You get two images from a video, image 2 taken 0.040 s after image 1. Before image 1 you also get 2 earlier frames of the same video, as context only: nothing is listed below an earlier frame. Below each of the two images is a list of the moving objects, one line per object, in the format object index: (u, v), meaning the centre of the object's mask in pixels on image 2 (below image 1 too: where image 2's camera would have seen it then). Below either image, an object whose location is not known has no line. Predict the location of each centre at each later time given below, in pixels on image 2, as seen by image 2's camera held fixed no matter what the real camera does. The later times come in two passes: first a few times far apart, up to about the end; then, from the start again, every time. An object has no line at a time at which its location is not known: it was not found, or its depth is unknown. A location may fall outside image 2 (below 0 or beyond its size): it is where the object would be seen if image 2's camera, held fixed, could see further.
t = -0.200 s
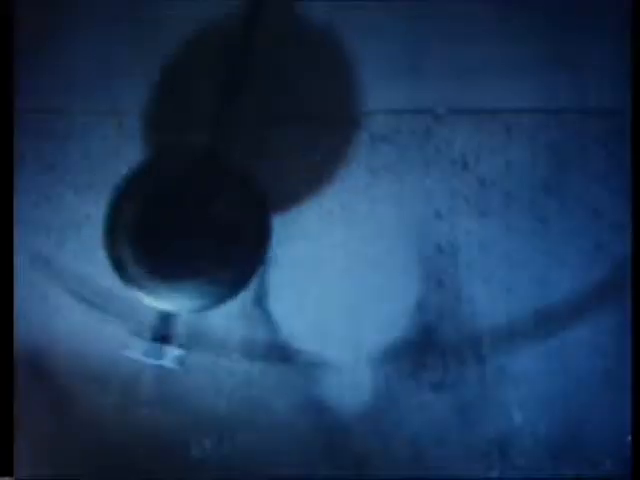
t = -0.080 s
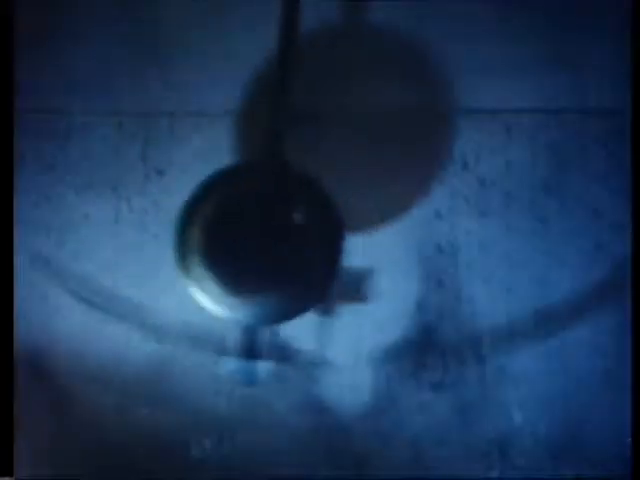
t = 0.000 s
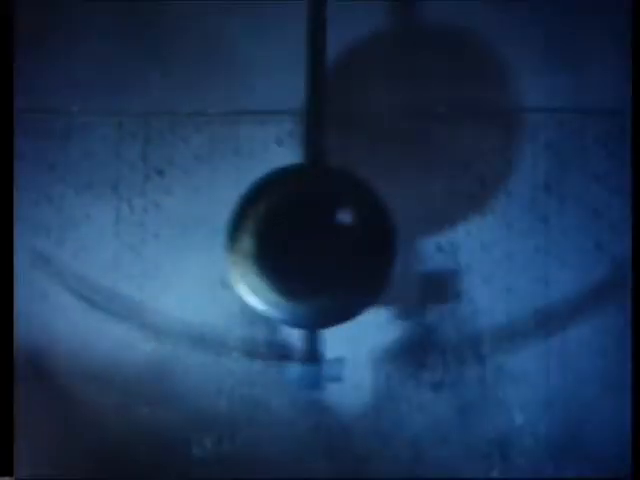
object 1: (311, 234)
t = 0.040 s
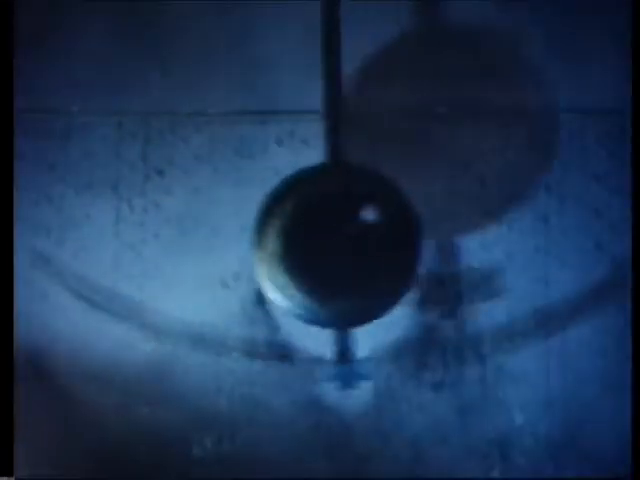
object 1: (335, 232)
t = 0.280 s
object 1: (478, 207)
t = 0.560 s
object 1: (570, 153)
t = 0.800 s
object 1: (593, 121)
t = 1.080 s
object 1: (593, 123)
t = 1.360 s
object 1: (569, 158)
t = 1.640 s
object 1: (519, 201)
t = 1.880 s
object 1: (460, 217)
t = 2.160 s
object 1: (410, 228)
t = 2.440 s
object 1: (379, 235)
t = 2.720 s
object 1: (360, 236)
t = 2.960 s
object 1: (350, 237)
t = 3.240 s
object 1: (338, 238)
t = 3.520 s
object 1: (327, 237)
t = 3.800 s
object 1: (317, 237)
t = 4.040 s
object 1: (312, 237)
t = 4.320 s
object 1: (308, 237)
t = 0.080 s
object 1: (360, 230)
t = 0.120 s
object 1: (385, 226)
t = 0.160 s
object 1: (408, 217)
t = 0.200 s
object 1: (434, 217)
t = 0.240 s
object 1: (457, 214)
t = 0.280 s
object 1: (478, 207)
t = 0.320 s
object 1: (499, 202)
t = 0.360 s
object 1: (519, 198)
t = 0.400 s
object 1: (536, 190)
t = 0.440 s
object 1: (547, 177)
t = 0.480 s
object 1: (557, 169)
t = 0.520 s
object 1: (565, 160)
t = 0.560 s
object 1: (570, 153)
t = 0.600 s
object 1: (577, 145)
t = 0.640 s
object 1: (583, 140)
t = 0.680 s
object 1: (586, 133)
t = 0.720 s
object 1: (589, 127)
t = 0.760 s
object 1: (592, 125)
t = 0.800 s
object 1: (593, 121)
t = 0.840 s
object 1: (595, 120)
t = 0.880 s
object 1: (595, 118)
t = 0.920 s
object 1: (596, 118)
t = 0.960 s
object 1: (596, 118)
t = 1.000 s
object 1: (595, 118)
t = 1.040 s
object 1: (594, 121)
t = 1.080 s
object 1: (593, 123)
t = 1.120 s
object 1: (591, 127)
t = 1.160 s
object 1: (589, 131)
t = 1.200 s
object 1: (585, 139)
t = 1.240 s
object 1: (582, 143)
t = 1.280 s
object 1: (578, 149)
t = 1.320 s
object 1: (574, 153)
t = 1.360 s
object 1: (569, 158)
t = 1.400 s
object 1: (565, 164)
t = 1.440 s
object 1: (561, 175)
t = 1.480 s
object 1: (555, 181)
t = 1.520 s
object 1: (548, 186)
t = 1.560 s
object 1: (539, 191)
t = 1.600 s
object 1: (529, 196)
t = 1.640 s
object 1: (519, 201)
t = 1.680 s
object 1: (508, 204)
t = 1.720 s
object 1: (499, 208)
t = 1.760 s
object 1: (490, 210)
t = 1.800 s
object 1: (479, 213)
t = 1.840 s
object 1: (469, 215)
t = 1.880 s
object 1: (460, 217)
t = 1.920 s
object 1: (452, 221)
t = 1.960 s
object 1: (443, 222)
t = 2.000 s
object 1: (436, 224)
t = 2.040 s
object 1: (429, 226)
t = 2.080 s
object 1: (422, 226)
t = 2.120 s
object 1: (415, 226)
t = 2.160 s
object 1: (410, 228)
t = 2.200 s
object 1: (405, 232)
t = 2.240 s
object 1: (400, 232)
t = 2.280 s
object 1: (396, 233)
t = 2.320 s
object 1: (391, 234)
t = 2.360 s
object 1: (387, 234)
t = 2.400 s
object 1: (383, 233)
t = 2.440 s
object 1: (379, 235)
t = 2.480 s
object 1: (376, 235)
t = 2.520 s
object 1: (373, 236)
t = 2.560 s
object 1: (370, 236)
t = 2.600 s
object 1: (367, 236)
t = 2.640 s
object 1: (365, 236)
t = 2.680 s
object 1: (362, 236)
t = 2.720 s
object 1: (360, 236)
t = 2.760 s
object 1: (359, 236)
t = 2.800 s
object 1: (357, 236)
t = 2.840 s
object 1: (355, 236)
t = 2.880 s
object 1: (353, 237)
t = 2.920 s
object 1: (351, 237)
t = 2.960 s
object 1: (350, 237)
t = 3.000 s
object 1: (349, 236)
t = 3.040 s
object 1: (347, 236)
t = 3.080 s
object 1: (345, 237)
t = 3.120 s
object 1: (344, 237)
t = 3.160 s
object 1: (342, 238)
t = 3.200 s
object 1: (340, 238)
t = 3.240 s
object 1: (338, 238)
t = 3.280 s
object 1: (337, 238)
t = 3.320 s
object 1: (335, 238)
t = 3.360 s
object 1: (334, 238)
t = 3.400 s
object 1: (332, 238)
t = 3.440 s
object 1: (331, 238)
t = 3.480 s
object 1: (329, 237)
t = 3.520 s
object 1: (327, 237)
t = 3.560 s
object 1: (326, 238)
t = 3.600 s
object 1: (323, 238)
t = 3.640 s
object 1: (322, 238)
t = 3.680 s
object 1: (321, 238)
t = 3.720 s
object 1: (319, 238)
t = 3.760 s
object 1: (318, 237)
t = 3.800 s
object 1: (317, 237)
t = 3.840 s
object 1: (316, 238)
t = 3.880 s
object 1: (315, 238)
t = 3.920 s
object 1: (314, 237)
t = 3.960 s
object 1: (313, 238)
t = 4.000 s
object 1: (313, 238)
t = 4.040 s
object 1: (312, 237)
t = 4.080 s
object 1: (311, 237)
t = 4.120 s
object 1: (310, 237)
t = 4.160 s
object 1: (310, 237)
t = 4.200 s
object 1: (309, 238)
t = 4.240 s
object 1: (309, 237)
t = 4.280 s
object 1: (308, 237)
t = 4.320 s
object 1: (308, 237)
